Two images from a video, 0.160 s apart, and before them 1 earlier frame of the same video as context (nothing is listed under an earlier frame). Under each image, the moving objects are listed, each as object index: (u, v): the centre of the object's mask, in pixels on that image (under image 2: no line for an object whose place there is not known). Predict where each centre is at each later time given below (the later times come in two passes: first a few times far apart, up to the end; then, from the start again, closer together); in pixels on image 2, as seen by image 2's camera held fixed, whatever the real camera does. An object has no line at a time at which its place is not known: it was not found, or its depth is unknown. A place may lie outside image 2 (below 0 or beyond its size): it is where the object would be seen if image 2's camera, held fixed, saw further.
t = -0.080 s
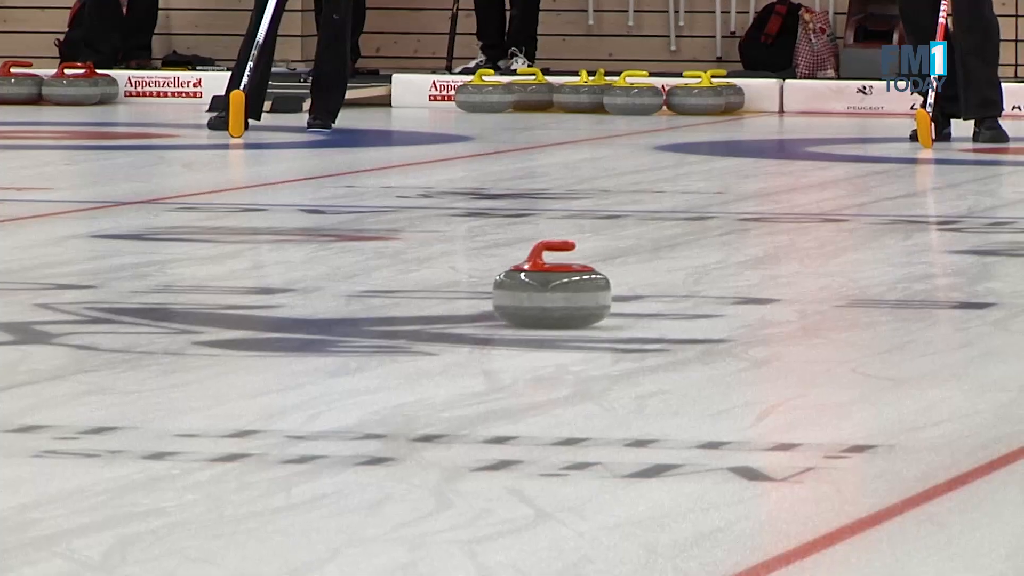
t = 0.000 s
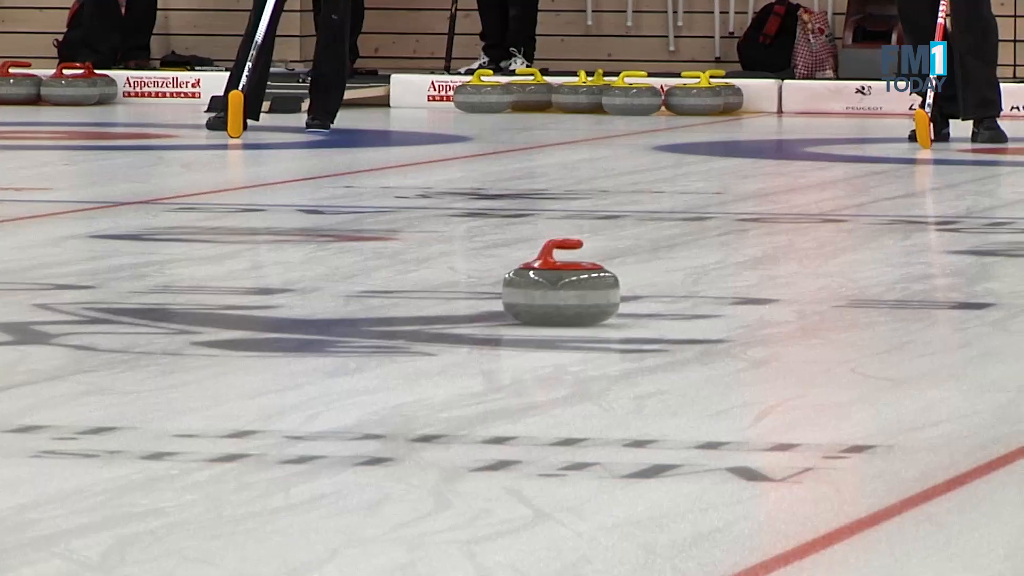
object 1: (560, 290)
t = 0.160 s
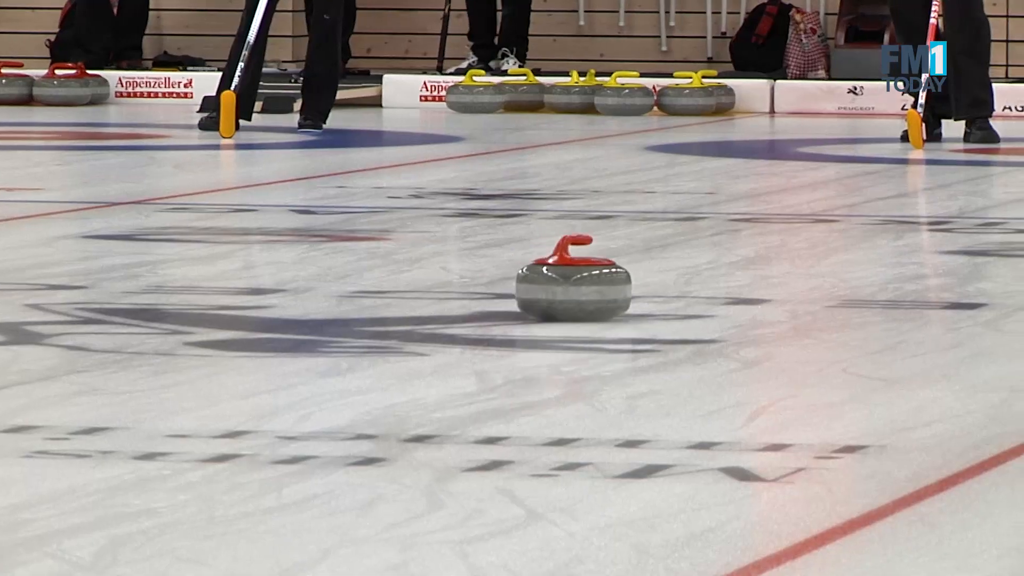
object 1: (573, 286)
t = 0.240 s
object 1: (583, 284)
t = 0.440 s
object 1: (606, 279)
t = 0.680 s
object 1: (631, 274)
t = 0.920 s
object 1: (658, 268)
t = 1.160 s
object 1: (683, 261)
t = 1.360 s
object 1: (703, 256)
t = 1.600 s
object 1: (726, 250)
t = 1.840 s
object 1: (748, 244)
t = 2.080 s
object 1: (768, 239)
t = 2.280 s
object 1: (784, 234)
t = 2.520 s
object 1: (803, 230)
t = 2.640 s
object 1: (812, 228)
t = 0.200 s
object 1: (578, 285)
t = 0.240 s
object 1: (583, 284)
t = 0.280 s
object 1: (588, 283)
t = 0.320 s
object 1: (592, 282)
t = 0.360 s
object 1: (597, 281)
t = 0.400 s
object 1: (601, 280)
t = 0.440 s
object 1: (606, 279)
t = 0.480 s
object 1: (610, 278)
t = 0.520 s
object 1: (615, 277)
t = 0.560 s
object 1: (619, 276)
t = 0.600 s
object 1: (623, 275)
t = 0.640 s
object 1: (627, 275)
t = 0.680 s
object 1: (631, 274)
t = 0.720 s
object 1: (636, 273)
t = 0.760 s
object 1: (640, 272)
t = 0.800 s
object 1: (645, 271)
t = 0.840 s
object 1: (649, 270)
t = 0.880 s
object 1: (653, 269)
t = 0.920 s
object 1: (658, 268)
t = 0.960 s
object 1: (662, 267)
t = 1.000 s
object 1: (666, 266)
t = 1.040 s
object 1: (670, 265)
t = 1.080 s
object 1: (675, 263)
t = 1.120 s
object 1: (679, 262)
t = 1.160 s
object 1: (683, 261)
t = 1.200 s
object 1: (687, 260)
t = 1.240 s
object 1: (691, 259)
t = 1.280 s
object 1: (695, 258)
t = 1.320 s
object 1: (699, 257)
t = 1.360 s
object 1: (703, 256)
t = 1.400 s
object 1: (706, 255)
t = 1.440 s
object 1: (710, 254)
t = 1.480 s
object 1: (714, 253)
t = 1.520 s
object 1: (718, 252)
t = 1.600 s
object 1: (726, 250)
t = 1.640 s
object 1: (729, 249)
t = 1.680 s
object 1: (733, 248)
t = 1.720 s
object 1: (737, 247)
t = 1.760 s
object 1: (740, 246)
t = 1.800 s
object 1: (744, 245)
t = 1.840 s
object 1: (748, 244)
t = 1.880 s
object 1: (751, 243)
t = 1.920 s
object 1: (754, 242)
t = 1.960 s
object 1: (758, 241)
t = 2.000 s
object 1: (761, 240)
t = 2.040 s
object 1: (765, 240)
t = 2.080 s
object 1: (768, 239)
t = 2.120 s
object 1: (771, 238)
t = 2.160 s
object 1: (774, 237)
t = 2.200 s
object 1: (778, 236)
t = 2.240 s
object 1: (781, 235)
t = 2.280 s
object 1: (784, 234)
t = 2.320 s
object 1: (787, 234)
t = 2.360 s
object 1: (791, 233)
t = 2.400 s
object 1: (794, 232)
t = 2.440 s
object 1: (797, 231)
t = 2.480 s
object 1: (800, 230)
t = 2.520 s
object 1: (803, 230)
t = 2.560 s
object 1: (806, 229)
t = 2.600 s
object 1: (809, 228)
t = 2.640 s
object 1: (812, 228)
